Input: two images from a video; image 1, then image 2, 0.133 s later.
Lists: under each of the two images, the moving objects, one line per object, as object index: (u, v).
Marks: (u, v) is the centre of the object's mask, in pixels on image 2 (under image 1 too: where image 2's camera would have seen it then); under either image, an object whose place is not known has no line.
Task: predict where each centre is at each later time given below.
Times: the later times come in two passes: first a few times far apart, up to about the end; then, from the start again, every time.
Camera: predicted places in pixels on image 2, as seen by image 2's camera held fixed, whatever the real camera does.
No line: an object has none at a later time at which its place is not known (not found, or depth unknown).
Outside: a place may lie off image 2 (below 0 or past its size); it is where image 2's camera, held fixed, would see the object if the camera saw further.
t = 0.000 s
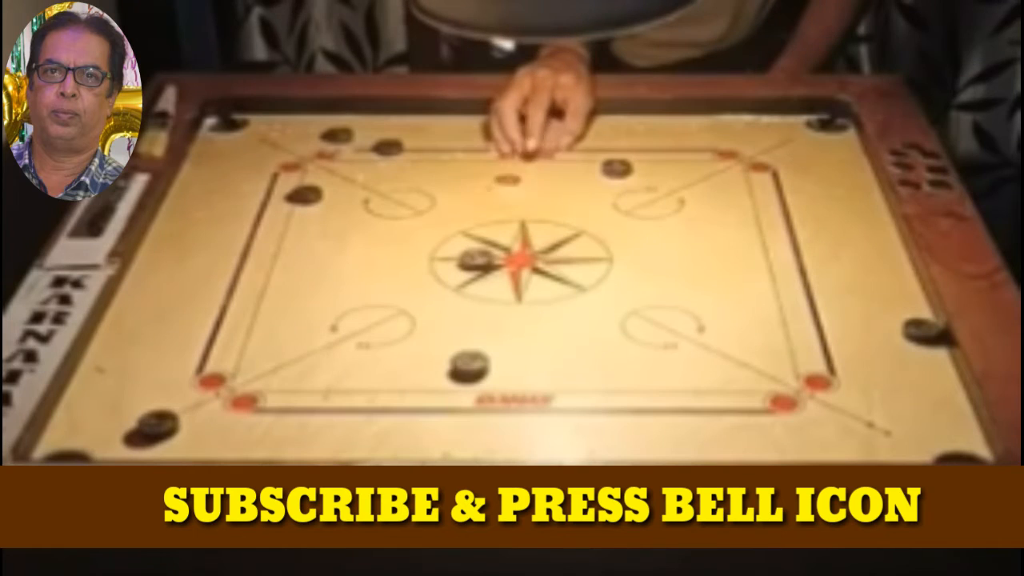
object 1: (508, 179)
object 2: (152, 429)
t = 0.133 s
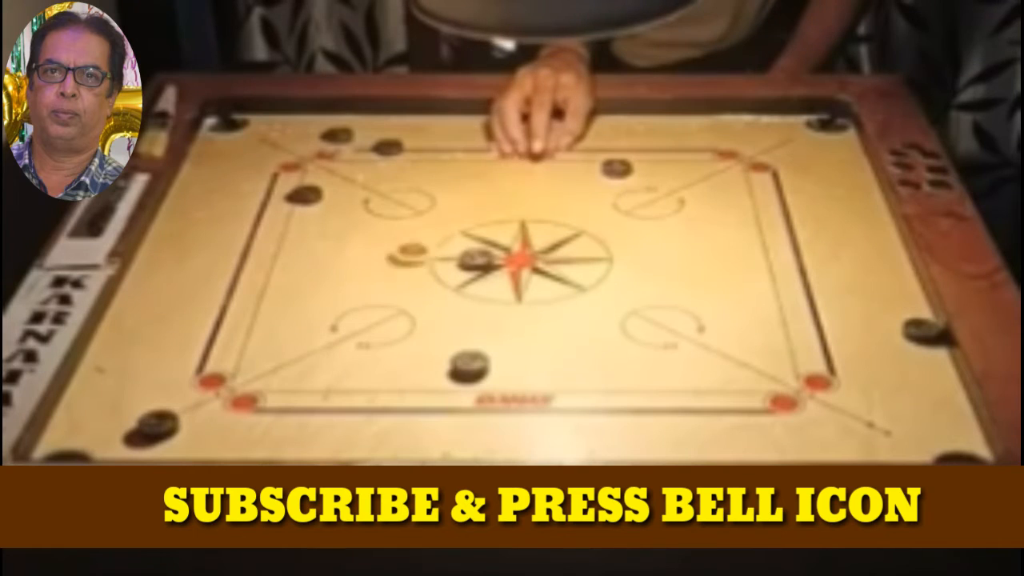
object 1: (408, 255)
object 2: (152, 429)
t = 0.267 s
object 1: (311, 330)
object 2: (152, 429)
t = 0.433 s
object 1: (194, 422)
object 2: (128, 437)
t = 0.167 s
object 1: (385, 273)
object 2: (152, 429)
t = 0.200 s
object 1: (361, 292)
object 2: (152, 429)
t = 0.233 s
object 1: (336, 311)
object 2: (152, 429)
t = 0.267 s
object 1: (311, 330)
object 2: (152, 429)
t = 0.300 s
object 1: (284, 349)
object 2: (152, 429)
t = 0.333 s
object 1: (259, 368)
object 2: (152, 429)
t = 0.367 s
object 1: (233, 388)
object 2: (152, 429)
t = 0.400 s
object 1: (209, 408)
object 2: (152, 429)
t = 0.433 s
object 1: (194, 422)
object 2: (128, 437)
